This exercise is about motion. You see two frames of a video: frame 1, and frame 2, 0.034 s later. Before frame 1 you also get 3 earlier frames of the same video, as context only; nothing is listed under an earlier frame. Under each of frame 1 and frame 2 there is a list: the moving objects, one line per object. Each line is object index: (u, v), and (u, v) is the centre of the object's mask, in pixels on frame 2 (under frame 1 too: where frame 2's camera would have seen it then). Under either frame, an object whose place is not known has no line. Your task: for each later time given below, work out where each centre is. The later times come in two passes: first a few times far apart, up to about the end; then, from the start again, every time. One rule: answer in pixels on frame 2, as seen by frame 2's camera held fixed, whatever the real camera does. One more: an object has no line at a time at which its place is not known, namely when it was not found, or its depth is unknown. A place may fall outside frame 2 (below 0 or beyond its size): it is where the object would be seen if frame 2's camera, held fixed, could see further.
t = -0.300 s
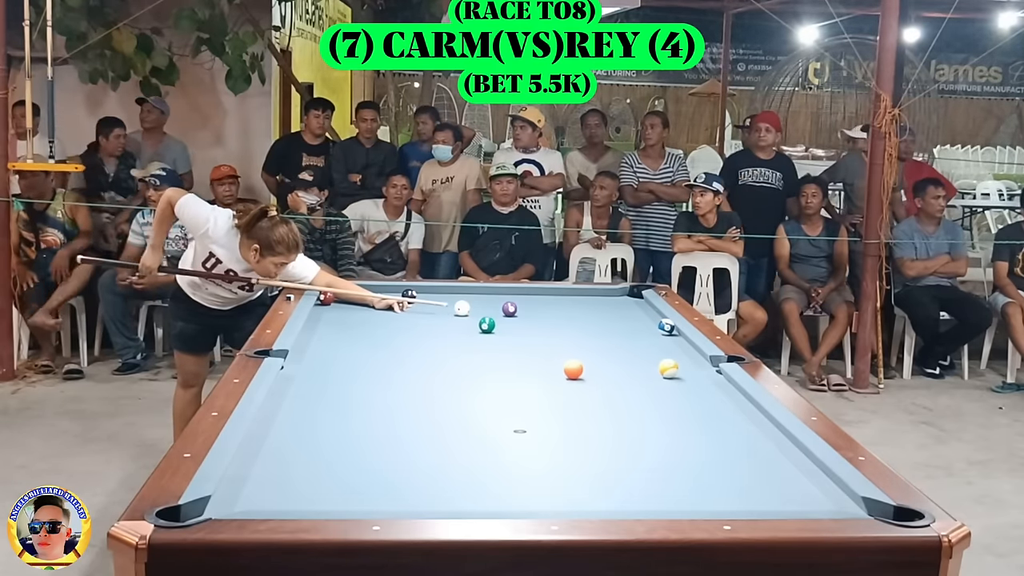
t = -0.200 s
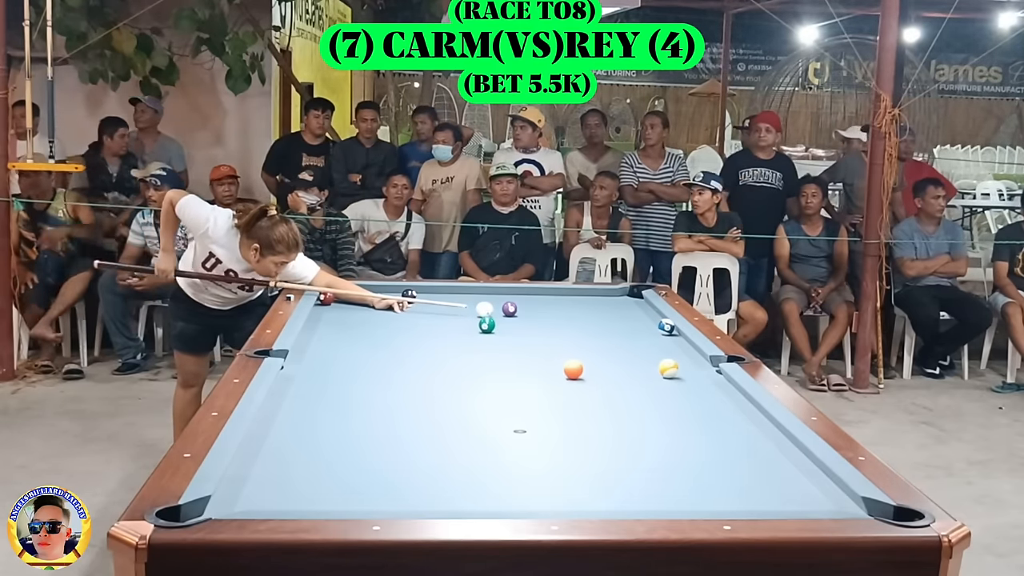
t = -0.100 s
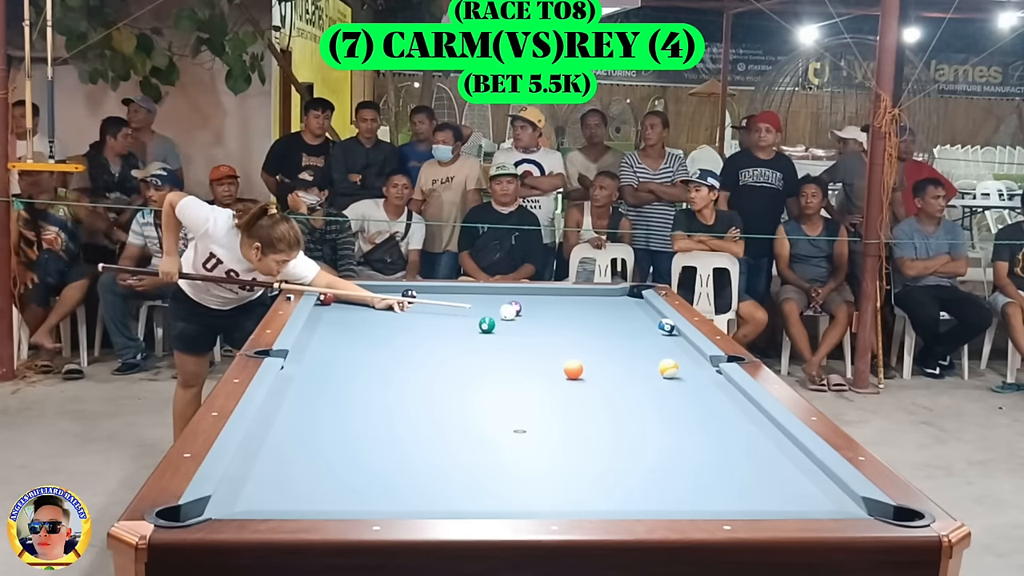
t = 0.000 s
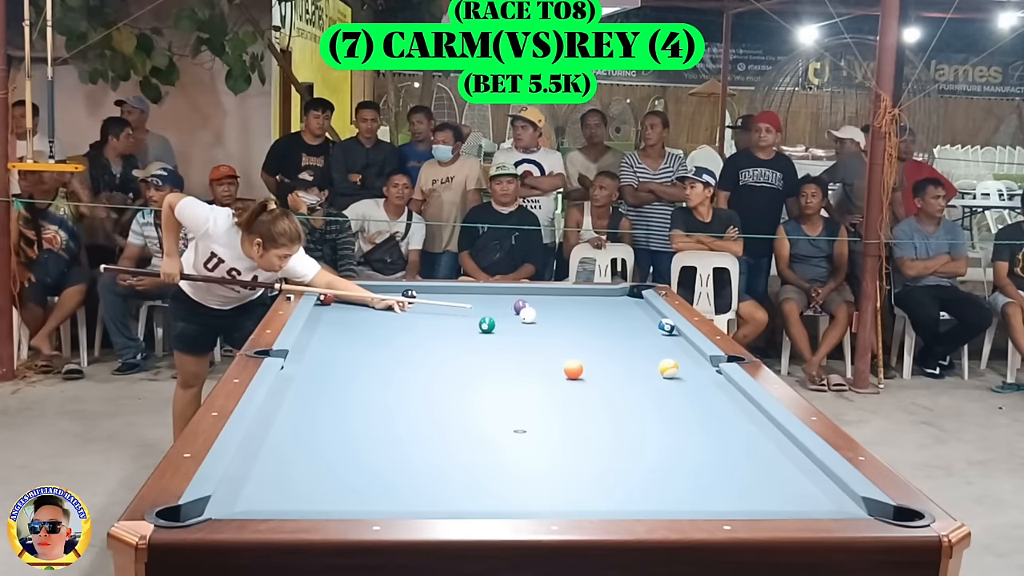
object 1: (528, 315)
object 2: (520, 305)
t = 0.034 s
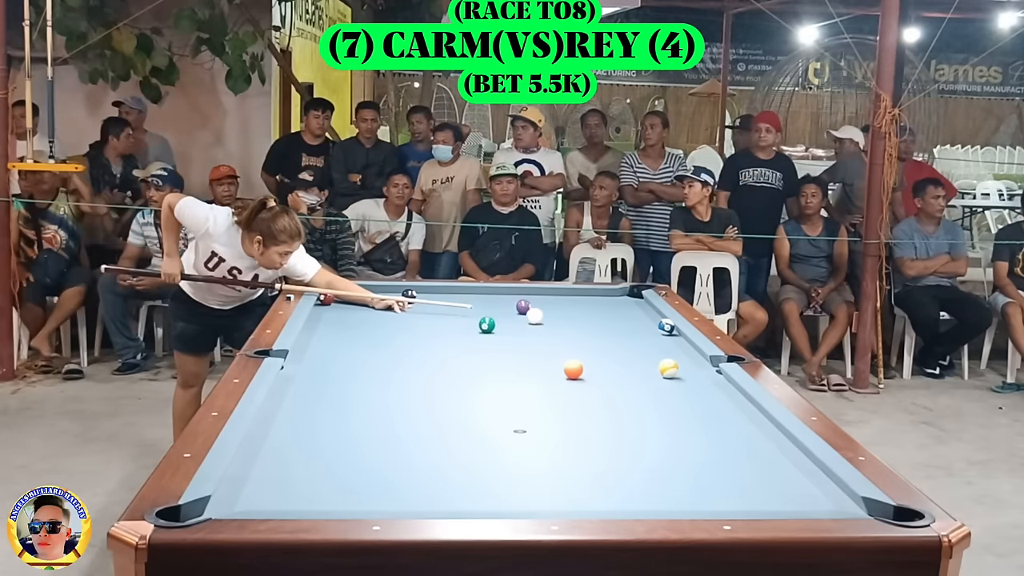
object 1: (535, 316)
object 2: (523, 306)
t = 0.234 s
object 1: (576, 322)
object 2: (537, 305)
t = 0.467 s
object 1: (625, 329)
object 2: (551, 302)
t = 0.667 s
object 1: (668, 336)
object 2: (562, 301)
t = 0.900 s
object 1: (663, 340)
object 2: (574, 299)
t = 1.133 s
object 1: (644, 343)
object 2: (585, 297)
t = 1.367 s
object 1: (626, 345)
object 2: (593, 296)
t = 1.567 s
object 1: (611, 347)
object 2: (602, 295)
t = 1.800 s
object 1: (593, 350)
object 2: (610, 294)
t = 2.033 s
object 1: (577, 351)
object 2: (618, 292)
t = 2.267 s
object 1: (560, 354)
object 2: (624, 291)
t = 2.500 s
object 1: (545, 357)
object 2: (630, 291)
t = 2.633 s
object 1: (536, 359)
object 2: (633, 291)
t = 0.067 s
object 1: (542, 317)
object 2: (525, 306)
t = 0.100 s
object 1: (548, 318)
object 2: (528, 306)
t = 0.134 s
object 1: (555, 319)
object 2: (530, 306)
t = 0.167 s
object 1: (562, 320)
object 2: (532, 305)
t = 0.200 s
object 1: (569, 321)
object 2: (534, 305)
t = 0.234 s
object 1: (576, 322)
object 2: (537, 305)
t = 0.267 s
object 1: (583, 323)
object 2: (538, 304)
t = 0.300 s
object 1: (590, 324)
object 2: (540, 304)
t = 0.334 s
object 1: (597, 326)
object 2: (542, 304)
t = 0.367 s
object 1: (604, 327)
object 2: (544, 303)
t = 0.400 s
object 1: (611, 328)
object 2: (546, 303)
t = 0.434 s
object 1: (618, 329)
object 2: (549, 303)
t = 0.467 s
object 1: (625, 329)
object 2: (551, 302)
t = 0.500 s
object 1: (632, 330)
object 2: (553, 302)
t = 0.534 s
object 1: (639, 332)
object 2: (555, 302)
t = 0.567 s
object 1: (646, 333)
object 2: (556, 302)
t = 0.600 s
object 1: (653, 334)
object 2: (558, 301)
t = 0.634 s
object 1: (661, 335)
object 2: (560, 301)
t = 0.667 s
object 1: (668, 336)
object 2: (562, 301)
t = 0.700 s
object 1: (676, 338)
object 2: (563, 301)
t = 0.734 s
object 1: (678, 338)
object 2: (565, 301)
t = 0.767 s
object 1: (675, 339)
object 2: (567, 300)
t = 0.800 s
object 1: (672, 339)
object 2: (569, 300)
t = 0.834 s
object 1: (669, 339)
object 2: (570, 300)
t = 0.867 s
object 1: (666, 340)
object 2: (572, 300)
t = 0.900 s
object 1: (663, 340)
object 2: (574, 299)
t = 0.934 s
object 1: (661, 341)
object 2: (575, 299)
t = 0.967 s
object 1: (658, 341)
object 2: (577, 299)
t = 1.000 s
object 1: (655, 341)
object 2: (579, 299)
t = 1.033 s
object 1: (652, 341)
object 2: (580, 298)
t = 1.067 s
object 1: (649, 342)
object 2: (582, 298)
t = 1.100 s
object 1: (647, 342)
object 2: (583, 298)
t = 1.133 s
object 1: (644, 343)
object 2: (585, 297)
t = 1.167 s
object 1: (641, 343)
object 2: (586, 297)
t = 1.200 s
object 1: (640, 343)
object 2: (587, 297)
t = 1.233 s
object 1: (637, 344)
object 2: (589, 297)
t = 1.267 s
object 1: (634, 344)
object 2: (590, 297)
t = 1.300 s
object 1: (631, 344)
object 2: (591, 297)
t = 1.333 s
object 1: (629, 345)
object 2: (592, 296)
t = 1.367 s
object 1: (626, 345)
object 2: (593, 296)
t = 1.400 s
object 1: (624, 346)
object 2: (595, 296)
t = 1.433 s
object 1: (621, 346)
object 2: (596, 296)
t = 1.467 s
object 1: (619, 346)
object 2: (598, 295)
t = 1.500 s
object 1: (616, 347)
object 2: (599, 296)
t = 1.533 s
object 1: (613, 347)
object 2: (600, 295)
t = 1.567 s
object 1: (611, 347)
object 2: (602, 295)
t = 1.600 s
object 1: (608, 348)
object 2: (603, 295)
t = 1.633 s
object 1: (606, 348)
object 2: (604, 295)
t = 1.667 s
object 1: (603, 349)
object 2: (605, 294)
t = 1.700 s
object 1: (601, 349)
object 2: (607, 294)
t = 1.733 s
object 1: (598, 349)
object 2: (608, 294)
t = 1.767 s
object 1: (596, 350)
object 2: (609, 294)
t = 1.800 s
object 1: (593, 350)
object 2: (610, 294)
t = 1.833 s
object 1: (591, 351)
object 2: (612, 293)
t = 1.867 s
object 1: (589, 350)
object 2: (613, 293)
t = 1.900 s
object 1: (586, 351)
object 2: (614, 293)
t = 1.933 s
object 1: (584, 351)
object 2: (615, 293)
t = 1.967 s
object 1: (581, 351)
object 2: (616, 293)
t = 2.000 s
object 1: (579, 351)
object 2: (617, 292)
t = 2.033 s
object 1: (577, 351)
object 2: (618, 292)
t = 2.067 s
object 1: (574, 352)
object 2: (619, 292)
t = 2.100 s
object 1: (572, 352)
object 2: (620, 292)
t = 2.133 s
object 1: (569, 352)
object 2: (621, 292)
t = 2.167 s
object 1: (567, 352)
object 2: (622, 292)
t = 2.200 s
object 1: (564, 353)
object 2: (622, 292)
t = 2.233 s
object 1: (562, 354)
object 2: (623, 291)
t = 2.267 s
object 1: (560, 354)
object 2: (624, 291)
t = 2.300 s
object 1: (558, 355)
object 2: (625, 291)
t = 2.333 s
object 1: (556, 356)
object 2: (626, 291)
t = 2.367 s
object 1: (553, 356)
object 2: (627, 291)
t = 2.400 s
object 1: (551, 356)
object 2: (627, 291)
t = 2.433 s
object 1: (549, 356)
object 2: (628, 291)
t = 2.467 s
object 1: (547, 356)
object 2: (629, 291)
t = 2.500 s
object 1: (545, 357)
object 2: (630, 291)
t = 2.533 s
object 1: (543, 357)
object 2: (631, 290)
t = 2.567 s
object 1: (540, 358)
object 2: (632, 290)
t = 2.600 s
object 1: (538, 358)
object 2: (632, 290)
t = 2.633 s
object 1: (536, 359)
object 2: (633, 291)
